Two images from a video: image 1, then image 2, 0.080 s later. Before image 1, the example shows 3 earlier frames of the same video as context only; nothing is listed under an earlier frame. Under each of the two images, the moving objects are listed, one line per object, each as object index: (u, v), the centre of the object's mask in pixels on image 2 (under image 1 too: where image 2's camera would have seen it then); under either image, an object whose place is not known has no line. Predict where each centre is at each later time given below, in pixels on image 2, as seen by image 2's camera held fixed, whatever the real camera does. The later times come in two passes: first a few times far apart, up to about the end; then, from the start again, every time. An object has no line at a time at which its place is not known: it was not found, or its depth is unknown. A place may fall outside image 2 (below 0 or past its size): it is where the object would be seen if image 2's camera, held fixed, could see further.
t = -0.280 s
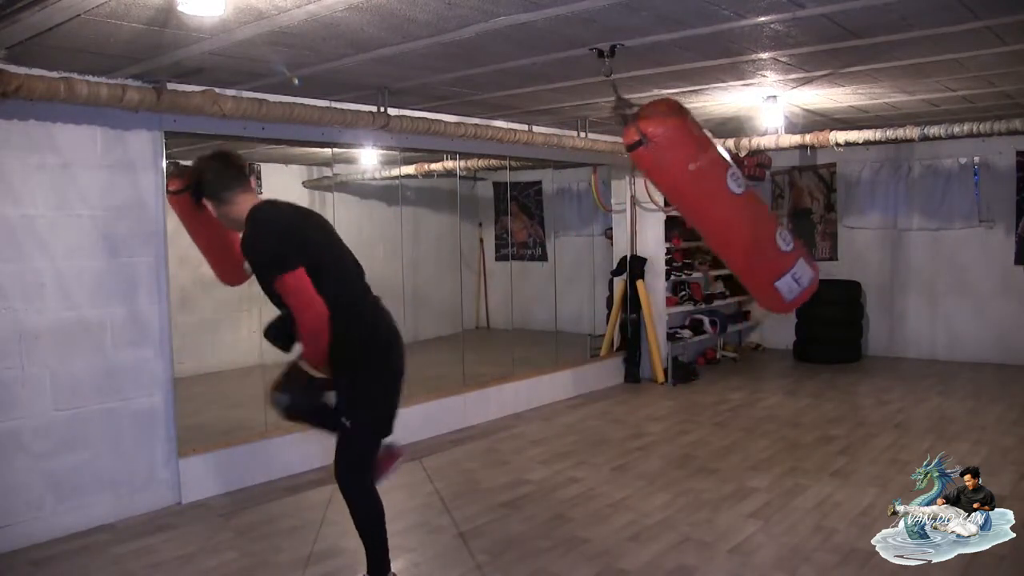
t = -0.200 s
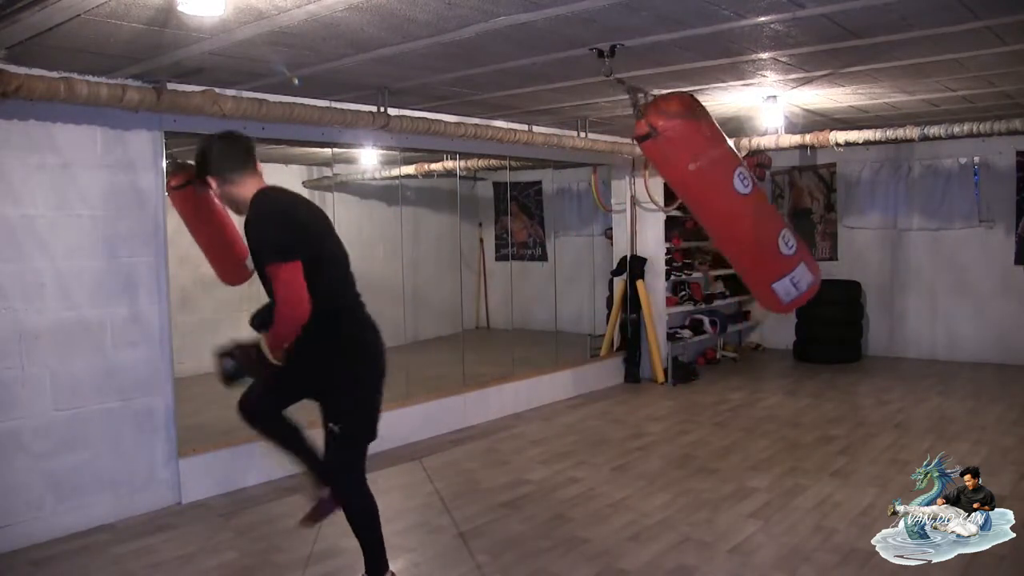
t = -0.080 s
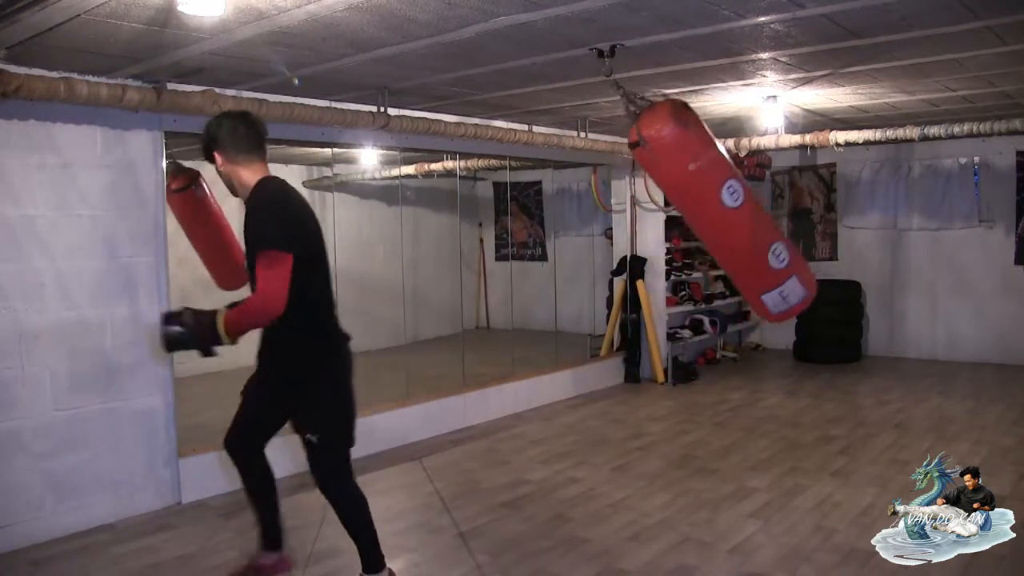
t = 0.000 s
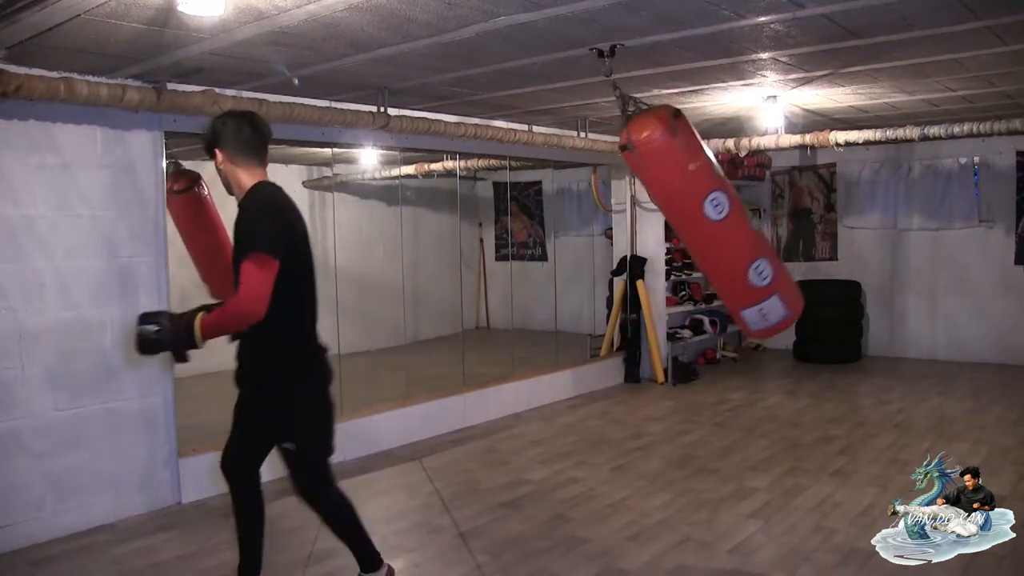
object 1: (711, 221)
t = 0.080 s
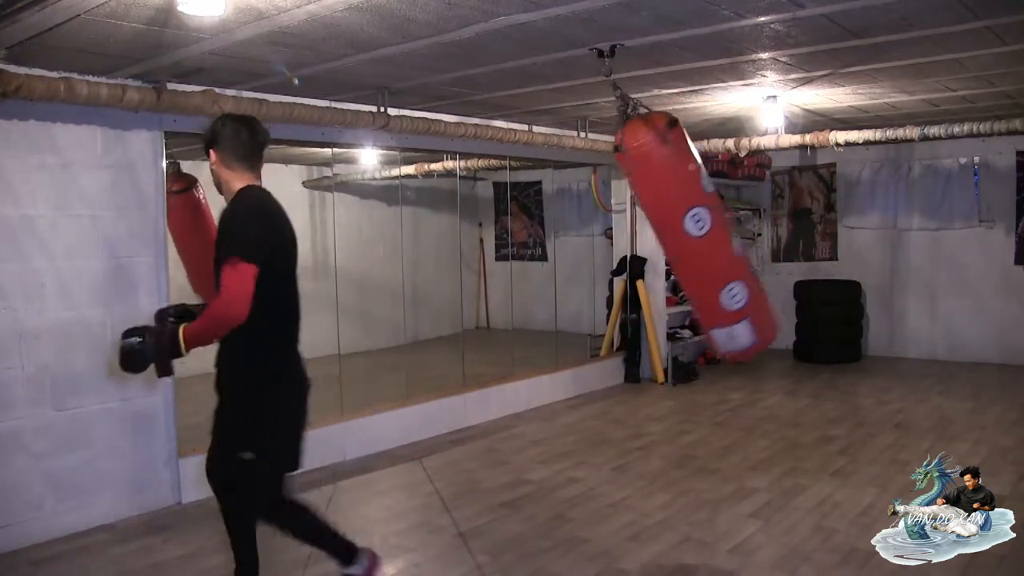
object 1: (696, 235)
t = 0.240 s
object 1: (644, 262)
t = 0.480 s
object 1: (541, 258)
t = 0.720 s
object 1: (481, 220)
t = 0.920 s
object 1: (479, 218)
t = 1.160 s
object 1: (535, 254)
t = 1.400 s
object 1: (636, 263)
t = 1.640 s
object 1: (708, 225)
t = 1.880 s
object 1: (726, 207)
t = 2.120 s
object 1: (698, 236)
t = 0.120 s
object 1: (686, 243)
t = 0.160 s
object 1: (674, 251)
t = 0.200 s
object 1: (660, 258)
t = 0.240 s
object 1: (644, 262)
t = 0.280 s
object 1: (628, 267)
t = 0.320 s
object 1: (610, 269)
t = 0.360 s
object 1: (593, 269)
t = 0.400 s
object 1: (574, 267)
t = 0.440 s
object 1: (557, 262)
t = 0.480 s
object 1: (541, 258)
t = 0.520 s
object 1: (527, 251)
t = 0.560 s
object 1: (515, 244)
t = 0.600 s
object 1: (503, 238)
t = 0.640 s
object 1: (494, 231)
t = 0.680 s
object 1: (486, 225)
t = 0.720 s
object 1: (481, 220)
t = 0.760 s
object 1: (477, 217)
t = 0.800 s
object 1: (475, 215)
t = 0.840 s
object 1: (475, 215)
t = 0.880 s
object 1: (476, 216)
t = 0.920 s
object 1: (479, 218)
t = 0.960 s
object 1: (484, 223)
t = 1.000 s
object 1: (490, 229)
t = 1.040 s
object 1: (498, 235)
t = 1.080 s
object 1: (508, 242)
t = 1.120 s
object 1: (521, 248)
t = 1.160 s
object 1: (535, 254)
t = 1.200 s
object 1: (550, 260)
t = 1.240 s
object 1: (567, 264)
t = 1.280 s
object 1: (584, 266)
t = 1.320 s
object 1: (601, 267)
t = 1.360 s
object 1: (619, 266)
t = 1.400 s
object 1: (636, 263)
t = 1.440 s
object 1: (651, 258)
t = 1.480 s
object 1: (666, 251)
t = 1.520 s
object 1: (678, 245)
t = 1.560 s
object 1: (690, 239)
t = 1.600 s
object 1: (700, 232)
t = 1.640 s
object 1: (708, 225)
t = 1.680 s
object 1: (714, 219)
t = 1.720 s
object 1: (719, 214)
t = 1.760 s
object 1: (723, 210)
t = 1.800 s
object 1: (726, 208)
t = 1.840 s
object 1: (727, 207)
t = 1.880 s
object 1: (726, 207)
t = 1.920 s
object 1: (725, 209)
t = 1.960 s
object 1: (722, 212)
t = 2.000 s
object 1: (719, 217)
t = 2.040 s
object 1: (714, 222)
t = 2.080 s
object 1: (707, 229)
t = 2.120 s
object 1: (698, 236)
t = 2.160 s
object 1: (687, 242)
